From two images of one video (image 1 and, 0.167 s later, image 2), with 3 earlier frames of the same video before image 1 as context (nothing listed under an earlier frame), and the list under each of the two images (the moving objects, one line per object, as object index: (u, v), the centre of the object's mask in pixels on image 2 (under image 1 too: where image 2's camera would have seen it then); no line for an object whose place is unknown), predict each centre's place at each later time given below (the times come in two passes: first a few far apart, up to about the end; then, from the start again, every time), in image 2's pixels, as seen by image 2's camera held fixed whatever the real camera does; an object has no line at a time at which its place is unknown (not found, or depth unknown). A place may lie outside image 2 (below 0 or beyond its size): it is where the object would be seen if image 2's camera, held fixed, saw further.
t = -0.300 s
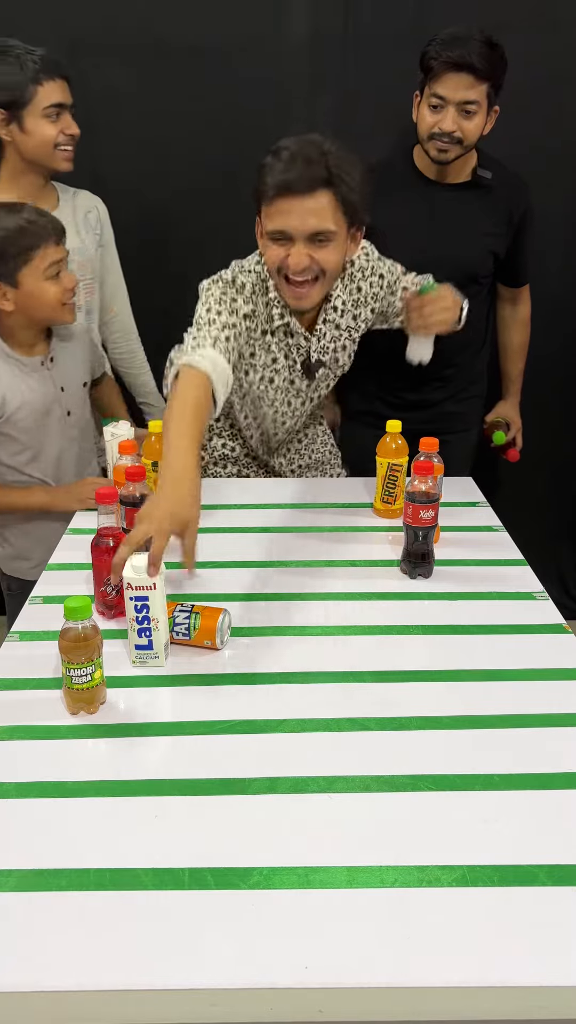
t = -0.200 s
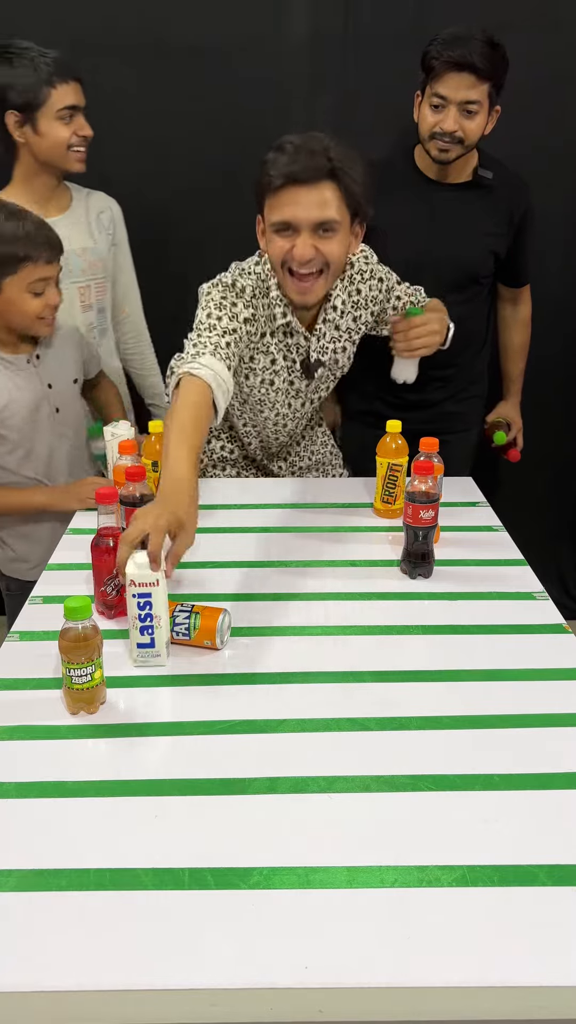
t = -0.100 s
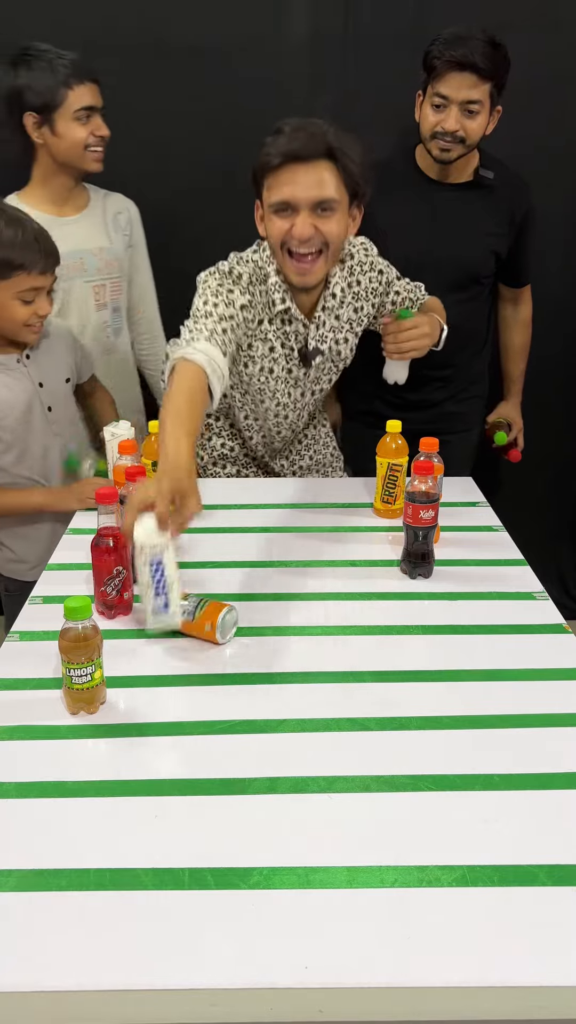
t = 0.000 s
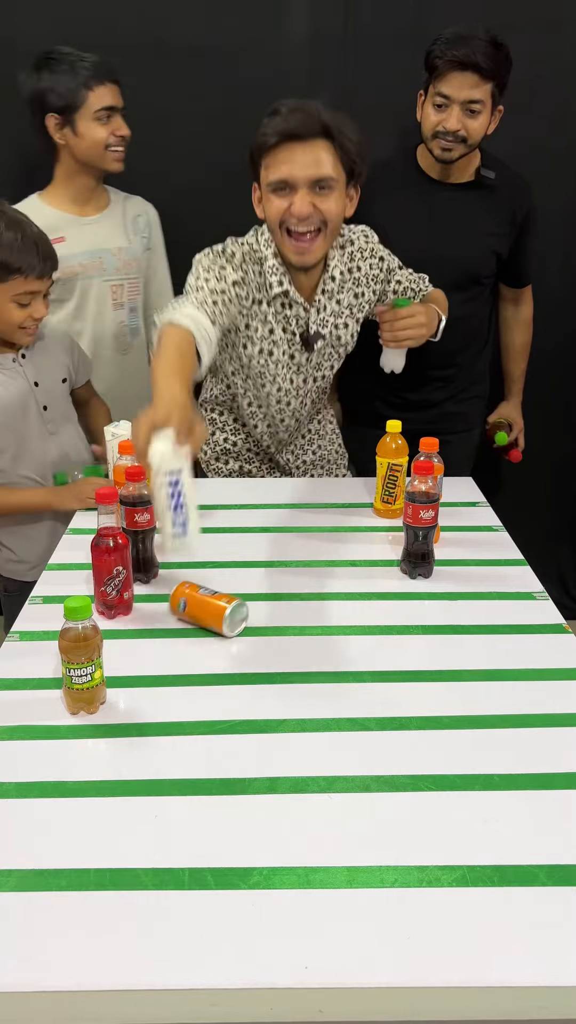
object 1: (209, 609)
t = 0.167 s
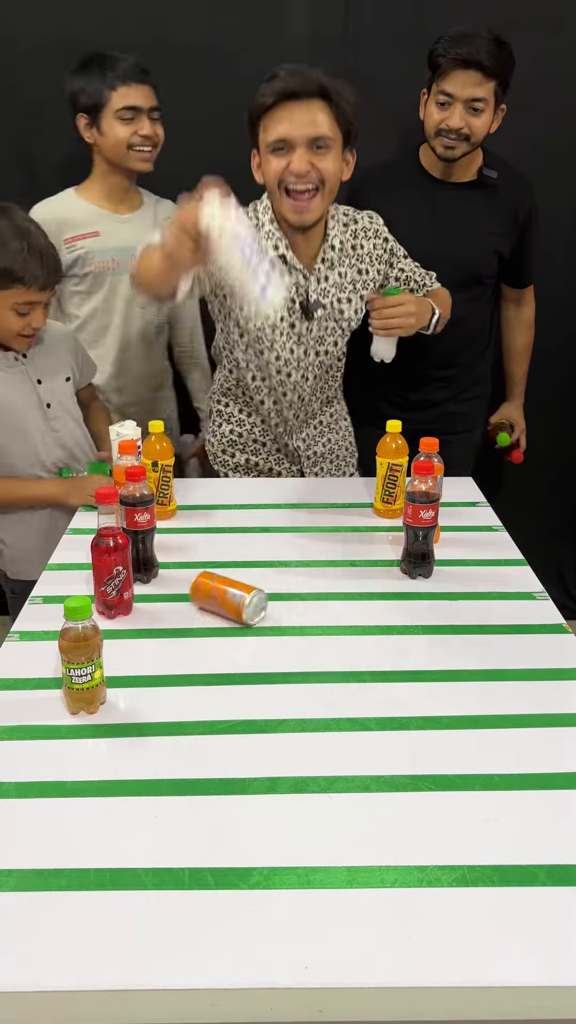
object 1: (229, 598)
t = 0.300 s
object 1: (243, 591)
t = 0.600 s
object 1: (271, 575)
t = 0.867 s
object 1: (290, 565)
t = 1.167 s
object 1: (306, 556)
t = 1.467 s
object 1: (319, 549)
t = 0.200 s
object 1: (232, 596)
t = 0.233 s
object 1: (236, 594)
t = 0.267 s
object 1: (239, 593)
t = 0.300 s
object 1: (243, 591)
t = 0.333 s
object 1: (246, 589)
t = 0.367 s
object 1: (250, 587)
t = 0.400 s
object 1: (253, 585)
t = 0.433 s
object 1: (256, 583)
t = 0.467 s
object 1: (259, 581)
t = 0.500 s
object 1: (263, 579)
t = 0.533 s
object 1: (265, 578)
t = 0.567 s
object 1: (268, 576)
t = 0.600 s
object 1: (271, 575)
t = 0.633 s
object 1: (274, 573)
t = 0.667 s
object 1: (276, 572)
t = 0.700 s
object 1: (279, 571)
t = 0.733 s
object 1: (281, 569)
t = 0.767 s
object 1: (284, 568)
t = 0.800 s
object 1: (286, 567)
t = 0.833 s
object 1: (288, 566)
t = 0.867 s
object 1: (290, 565)
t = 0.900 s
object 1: (292, 563)
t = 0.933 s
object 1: (294, 562)
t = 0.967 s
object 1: (296, 561)
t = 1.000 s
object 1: (298, 560)
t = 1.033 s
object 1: (300, 559)
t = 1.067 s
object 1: (301, 559)
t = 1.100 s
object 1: (303, 558)
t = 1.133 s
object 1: (305, 557)
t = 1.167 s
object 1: (306, 556)
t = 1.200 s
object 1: (308, 555)
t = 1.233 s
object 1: (309, 555)
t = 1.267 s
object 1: (310, 554)
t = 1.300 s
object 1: (312, 553)
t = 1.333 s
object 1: (313, 552)
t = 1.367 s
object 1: (315, 552)
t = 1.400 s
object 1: (316, 551)
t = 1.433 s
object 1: (318, 550)
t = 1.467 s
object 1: (319, 549)
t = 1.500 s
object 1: (320, 549)
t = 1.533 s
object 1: (321, 548)
